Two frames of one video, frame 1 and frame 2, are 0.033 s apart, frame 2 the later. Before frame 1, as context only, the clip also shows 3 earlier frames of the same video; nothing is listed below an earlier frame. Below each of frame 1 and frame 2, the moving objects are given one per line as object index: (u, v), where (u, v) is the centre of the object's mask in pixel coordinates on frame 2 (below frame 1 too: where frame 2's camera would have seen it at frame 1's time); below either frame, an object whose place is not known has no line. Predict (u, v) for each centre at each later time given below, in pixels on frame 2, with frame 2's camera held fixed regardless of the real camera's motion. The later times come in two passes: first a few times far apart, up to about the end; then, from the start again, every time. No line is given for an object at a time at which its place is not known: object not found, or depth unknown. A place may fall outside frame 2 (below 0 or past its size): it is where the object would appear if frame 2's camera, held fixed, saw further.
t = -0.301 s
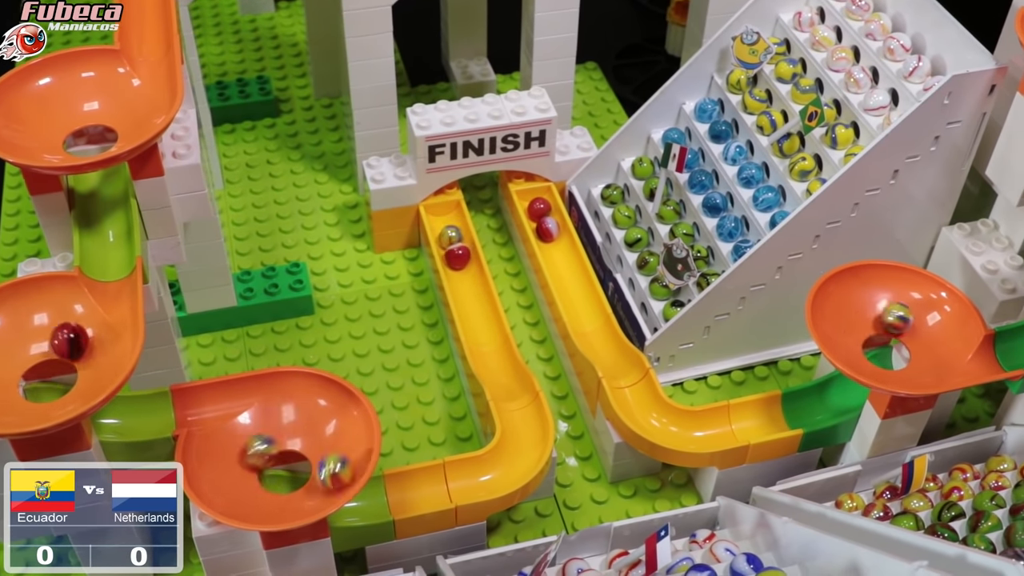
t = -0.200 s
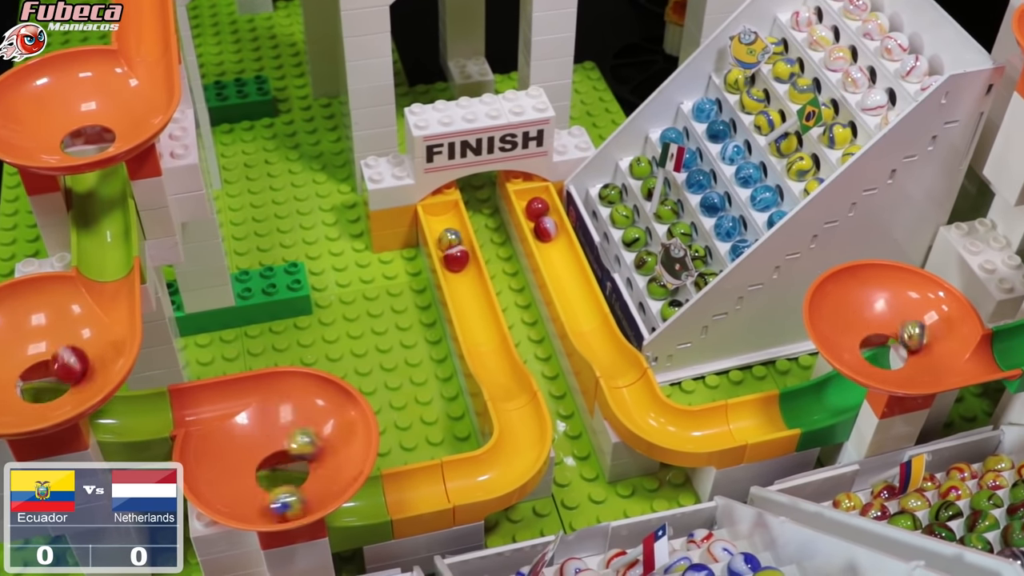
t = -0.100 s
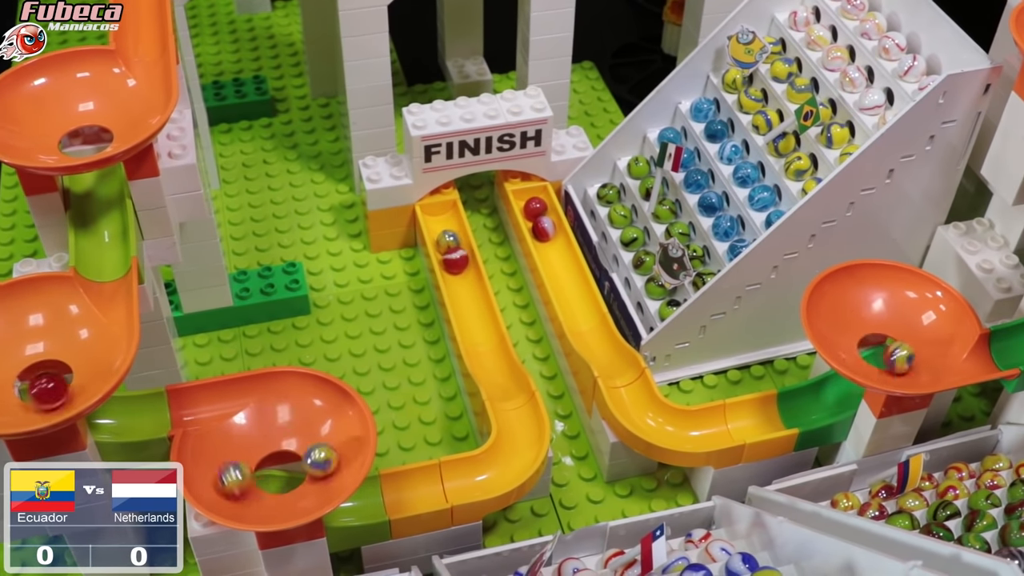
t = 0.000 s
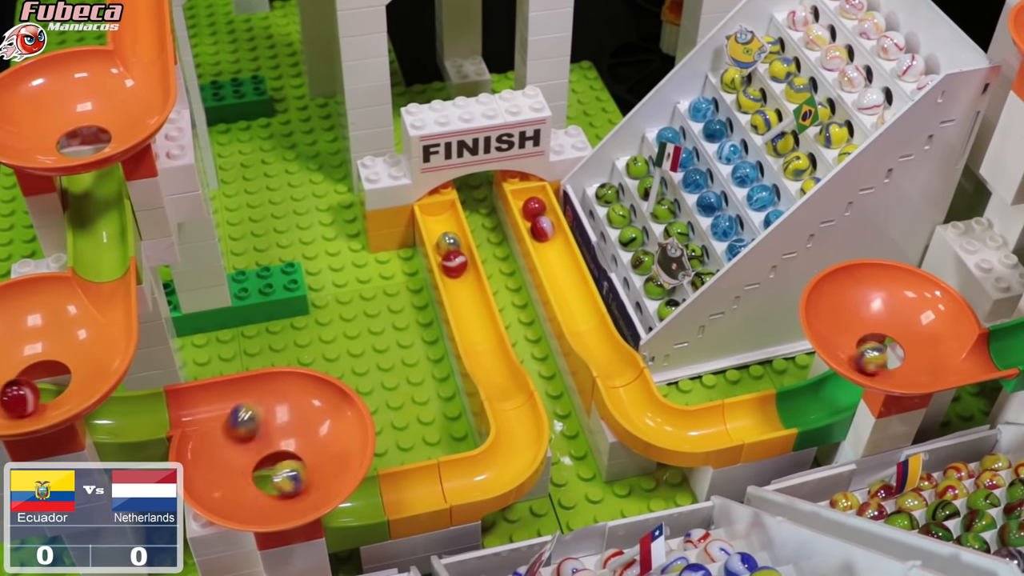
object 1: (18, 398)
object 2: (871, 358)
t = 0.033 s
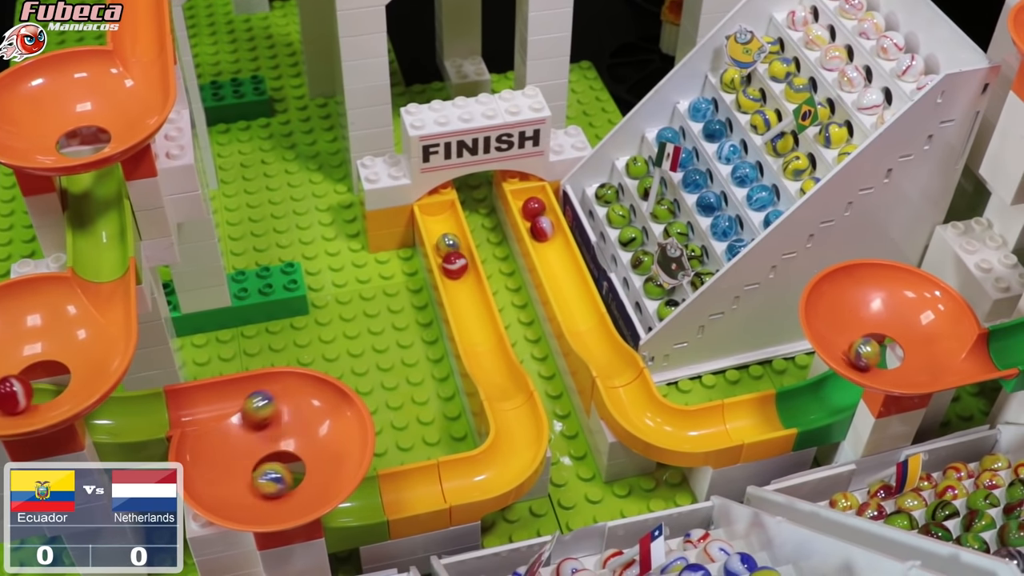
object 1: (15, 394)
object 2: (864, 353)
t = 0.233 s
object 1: (23, 348)
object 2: (884, 319)
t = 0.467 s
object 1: (62, 367)
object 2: (897, 354)
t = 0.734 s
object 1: (9, 375)
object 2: (863, 330)
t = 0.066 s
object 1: (13, 389)
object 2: (861, 347)
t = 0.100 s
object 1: (12, 381)
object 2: (858, 341)
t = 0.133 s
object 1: (12, 373)
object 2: (860, 335)
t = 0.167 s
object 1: (14, 362)
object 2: (865, 330)
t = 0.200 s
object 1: (17, 355)
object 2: (874, 325)
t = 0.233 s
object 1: (23, 348)
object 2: (884, 319)
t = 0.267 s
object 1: (31, 343)
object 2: (894, 321)
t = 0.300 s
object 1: (40, 341)
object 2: (903, 324)
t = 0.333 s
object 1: (48, 341)
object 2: (909, 328)
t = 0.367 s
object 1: (54, 344)
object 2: (912, 334)
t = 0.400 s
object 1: (59, 349)
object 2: (911, 343)
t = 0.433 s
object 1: (62, 358)
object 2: (907, 349)
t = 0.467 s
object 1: (62, 367)
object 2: (897, 354)
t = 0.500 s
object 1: (57, 376)
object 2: (886, 357)
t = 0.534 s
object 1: (48, 381)
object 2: (877, 356)
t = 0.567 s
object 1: (34, 388)
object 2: (869, 353)
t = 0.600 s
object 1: (23, 390)
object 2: (861, 350)
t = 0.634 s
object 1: (16, 388)
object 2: (856, 345)
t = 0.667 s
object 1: (12, 384)
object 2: (854, 339)
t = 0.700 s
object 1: (9, 380)
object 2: (857, 334)
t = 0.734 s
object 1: (9, 375)
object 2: (863, 330)
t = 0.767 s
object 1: (9, 371)
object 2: (872, 326)
